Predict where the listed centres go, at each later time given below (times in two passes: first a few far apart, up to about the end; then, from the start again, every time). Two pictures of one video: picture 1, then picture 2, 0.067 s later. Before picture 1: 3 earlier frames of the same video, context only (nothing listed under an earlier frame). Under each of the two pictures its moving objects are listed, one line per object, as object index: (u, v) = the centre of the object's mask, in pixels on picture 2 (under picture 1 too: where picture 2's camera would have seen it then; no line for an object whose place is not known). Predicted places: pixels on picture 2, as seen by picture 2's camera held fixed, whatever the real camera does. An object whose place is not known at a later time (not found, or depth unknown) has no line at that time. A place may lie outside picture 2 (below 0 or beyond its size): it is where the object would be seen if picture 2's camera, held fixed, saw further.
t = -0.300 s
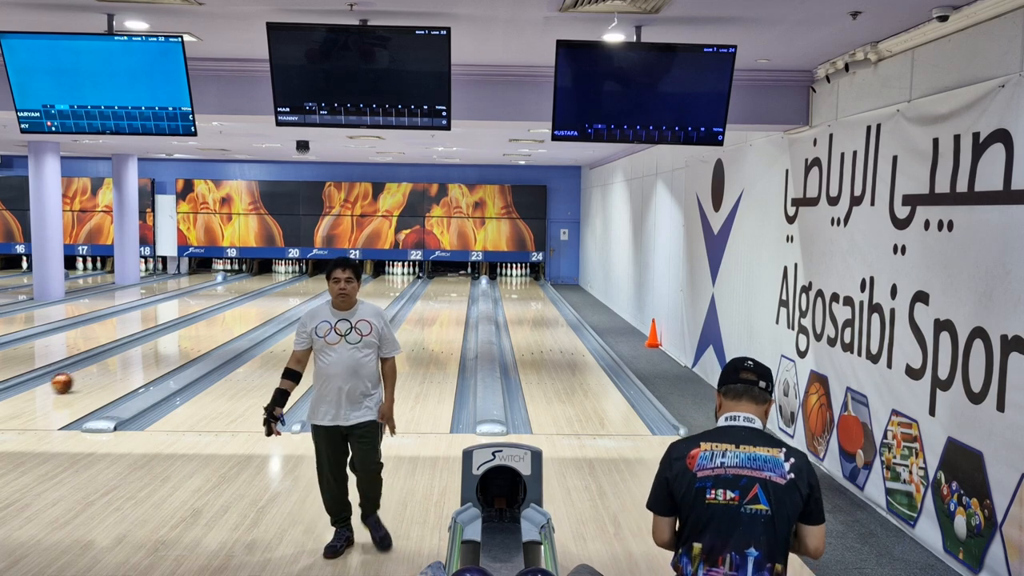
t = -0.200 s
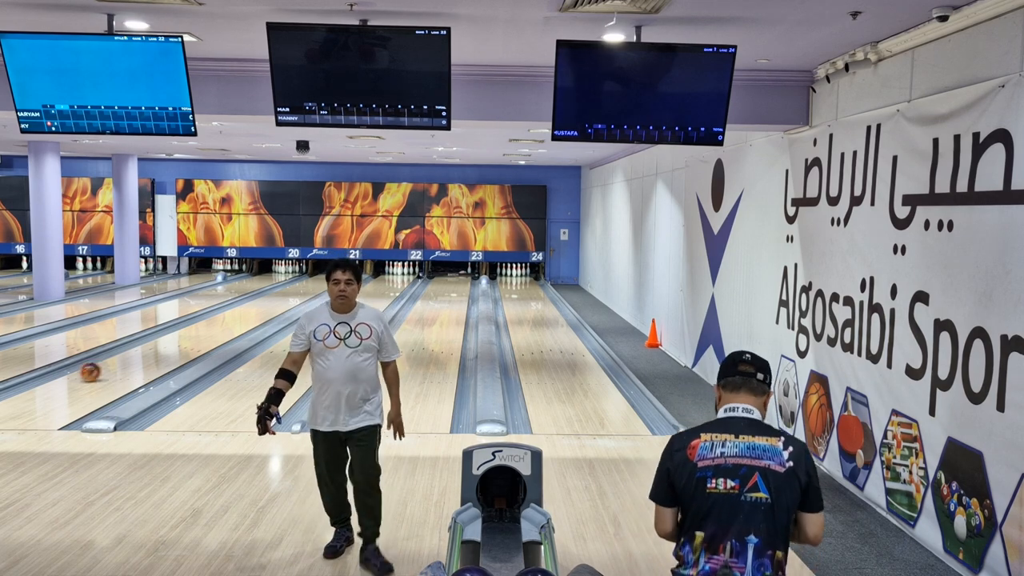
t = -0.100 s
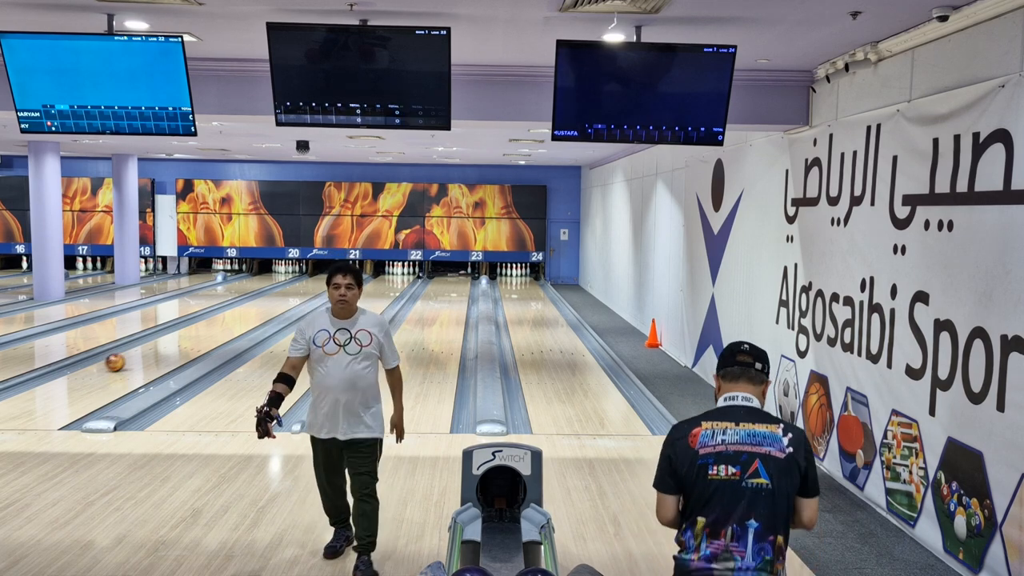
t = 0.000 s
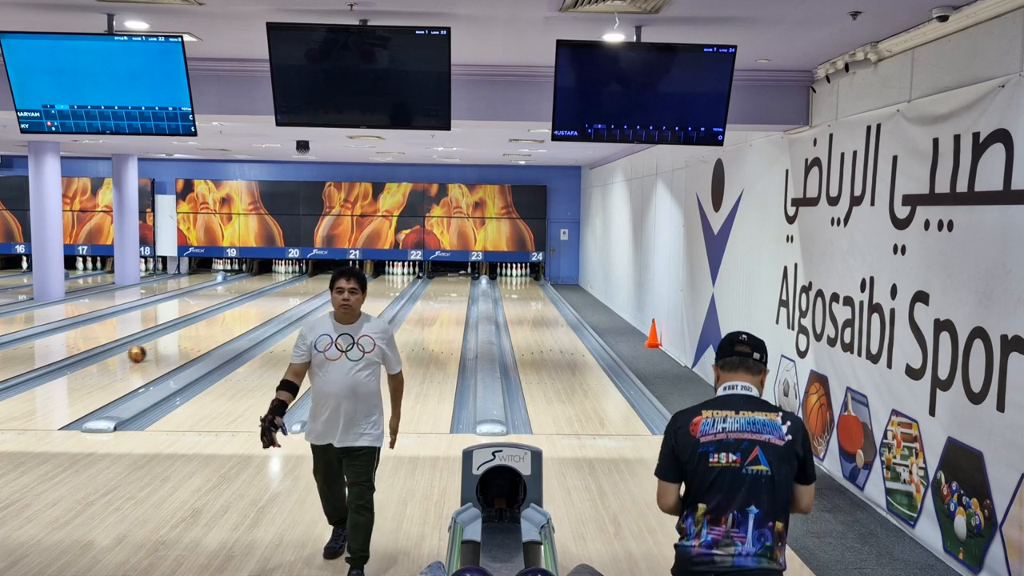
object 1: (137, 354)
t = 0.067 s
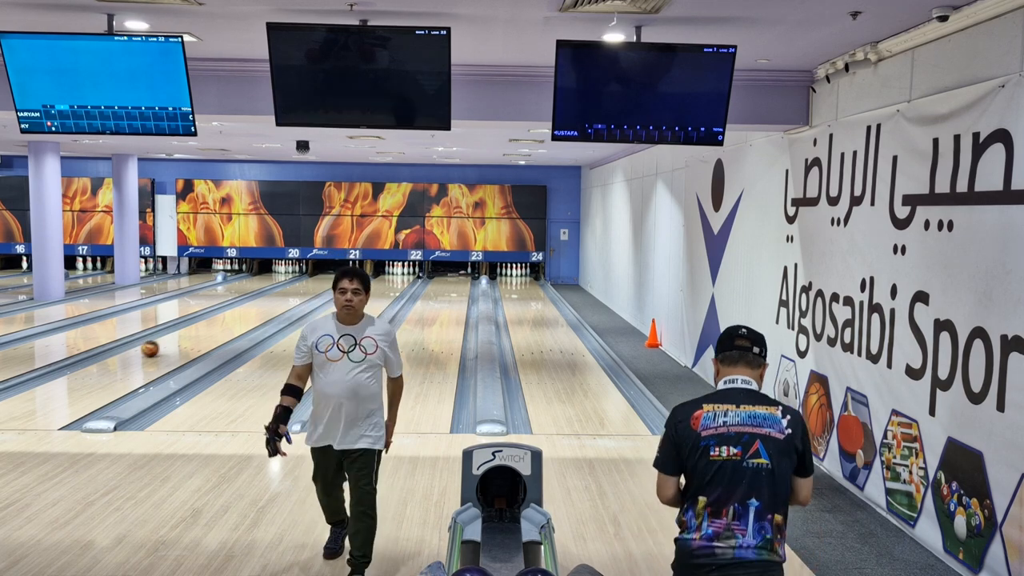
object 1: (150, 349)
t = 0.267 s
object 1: (184, 336)
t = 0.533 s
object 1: (220, 321)
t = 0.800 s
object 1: (250, 310)
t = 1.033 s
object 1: (270, 302)
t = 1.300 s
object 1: (289, 294)
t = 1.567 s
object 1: (306, 288)
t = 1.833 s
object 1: (319, 283)
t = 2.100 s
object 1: (330, 279)
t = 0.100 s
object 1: (156, 346)
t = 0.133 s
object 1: (162, 344)
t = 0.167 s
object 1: (168, 342)
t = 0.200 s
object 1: (174, 339)
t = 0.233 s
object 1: (179, 338)
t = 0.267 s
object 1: (184, 336)
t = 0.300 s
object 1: (189, 333)
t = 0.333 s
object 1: (194, 331)
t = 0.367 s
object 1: (199, 330)
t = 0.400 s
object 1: (204, 328)
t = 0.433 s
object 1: (208, 326)
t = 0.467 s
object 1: (212, 324)
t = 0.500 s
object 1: (216, 323)
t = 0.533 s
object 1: (220, 321)
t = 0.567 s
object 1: (225, 320)
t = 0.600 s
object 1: (228, 318)
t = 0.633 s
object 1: (232, 317)
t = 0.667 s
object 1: (236, 315)
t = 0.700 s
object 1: (240, 314)
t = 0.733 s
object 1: (243, 312)
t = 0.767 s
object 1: (246, 311)
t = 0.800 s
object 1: (250, 310)
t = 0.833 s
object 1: (253, 309)
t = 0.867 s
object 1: (256, 308)
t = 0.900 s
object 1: (259, 306)
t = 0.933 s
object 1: (262, 305)
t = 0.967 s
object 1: (264, 304)
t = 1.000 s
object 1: (267, 303)
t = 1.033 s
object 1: (270, 302)
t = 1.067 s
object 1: (273, 301)
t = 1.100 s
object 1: (275, 300)
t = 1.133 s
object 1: (278, 299)
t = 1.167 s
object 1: (280, 298)
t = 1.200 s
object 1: (282, 297)
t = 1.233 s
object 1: (285, 296)
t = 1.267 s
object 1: (287, 295)
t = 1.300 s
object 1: (289, 294)
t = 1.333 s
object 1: (292, 293)
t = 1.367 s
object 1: (294, 292)
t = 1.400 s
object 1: (296, 292)
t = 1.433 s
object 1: (298, 291)
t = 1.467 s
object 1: (300, 290)
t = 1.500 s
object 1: (302, 289)
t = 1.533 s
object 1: (304, 289)
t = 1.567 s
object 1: (306, 288)
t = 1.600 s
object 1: (308, 287)
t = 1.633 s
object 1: (309, 286)
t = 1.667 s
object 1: (311, 286)
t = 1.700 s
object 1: (313, 286)
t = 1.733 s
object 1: (315, 285)
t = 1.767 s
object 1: (316, 284)
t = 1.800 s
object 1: (317, 283)
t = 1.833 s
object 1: (319, 283)
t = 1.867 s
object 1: (321, 282)
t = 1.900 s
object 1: (322, 282)
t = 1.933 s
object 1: (324, 281)
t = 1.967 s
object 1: (325, 280)
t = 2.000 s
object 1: (327, 279)
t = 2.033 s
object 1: (328, 279)
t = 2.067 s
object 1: (329, 279)
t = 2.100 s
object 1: (330, 279)
